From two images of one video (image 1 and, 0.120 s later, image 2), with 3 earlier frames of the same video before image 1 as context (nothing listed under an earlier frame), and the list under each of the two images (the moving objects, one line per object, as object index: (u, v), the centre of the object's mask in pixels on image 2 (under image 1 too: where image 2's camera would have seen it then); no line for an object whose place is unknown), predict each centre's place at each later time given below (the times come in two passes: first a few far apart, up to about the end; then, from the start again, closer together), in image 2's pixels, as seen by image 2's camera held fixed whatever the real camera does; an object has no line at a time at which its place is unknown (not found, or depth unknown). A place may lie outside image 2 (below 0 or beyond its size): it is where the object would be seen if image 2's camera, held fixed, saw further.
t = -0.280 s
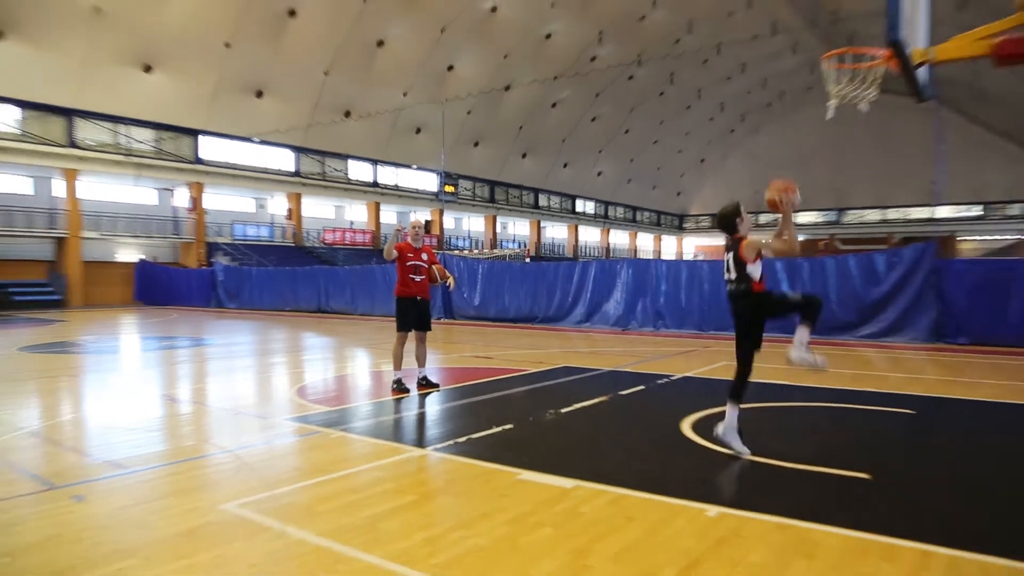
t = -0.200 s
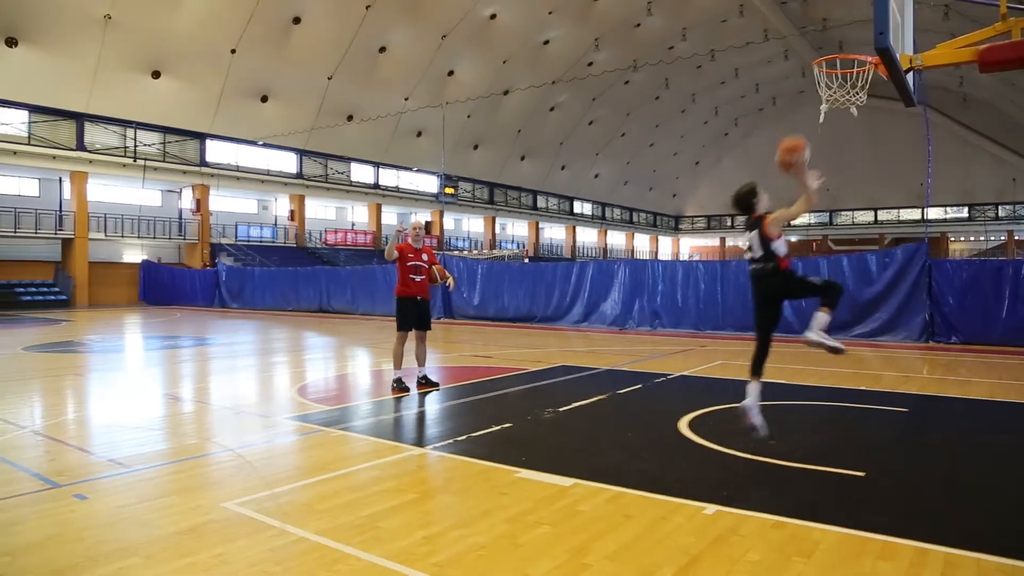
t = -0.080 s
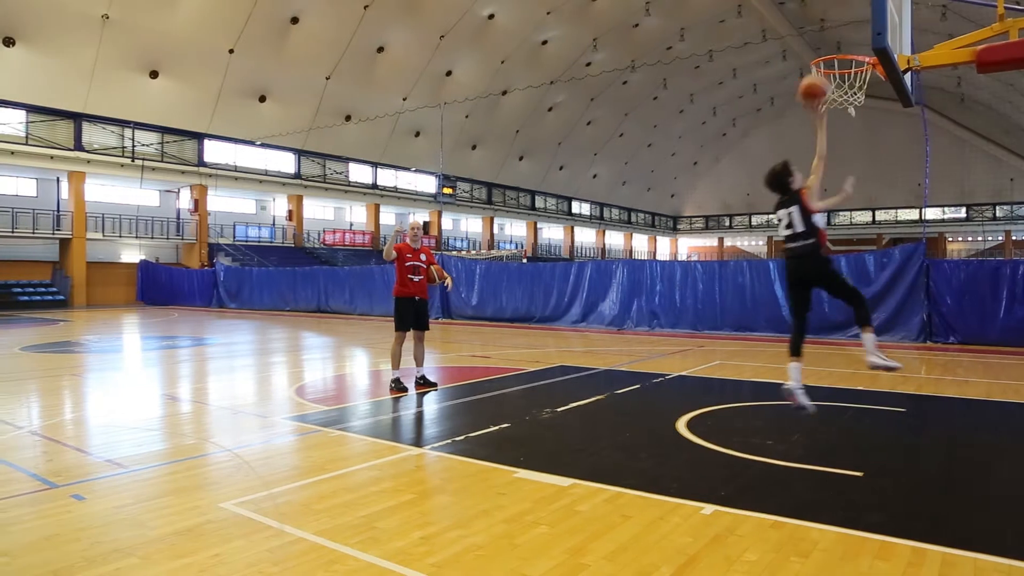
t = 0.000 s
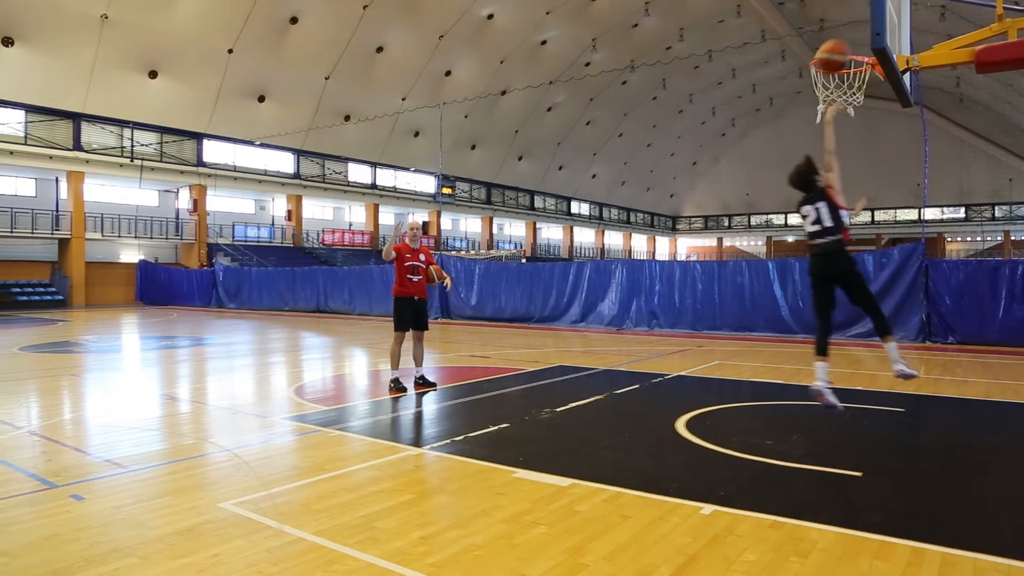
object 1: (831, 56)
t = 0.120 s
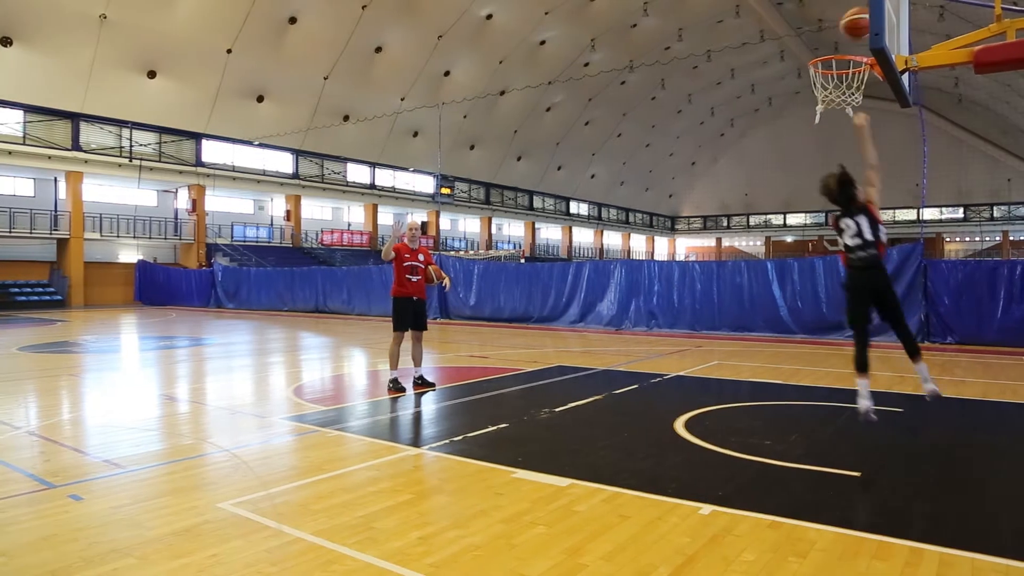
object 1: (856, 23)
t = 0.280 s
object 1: (855, 17)
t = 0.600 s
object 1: (839, 79)
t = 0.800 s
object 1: (857, 148)
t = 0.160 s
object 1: (860, 16)
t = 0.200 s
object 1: (859, 15)
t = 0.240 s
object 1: (857, 15)
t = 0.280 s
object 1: (855, 17)
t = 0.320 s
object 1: (850, 22)
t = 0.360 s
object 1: (846, 28)
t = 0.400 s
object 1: (842, 36)
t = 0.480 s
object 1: (832, 54)
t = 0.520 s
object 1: (834, 67)
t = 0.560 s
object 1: (836, 72)
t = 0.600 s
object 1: (839, 79)
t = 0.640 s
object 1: (843, 91)
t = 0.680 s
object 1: (846, 105)
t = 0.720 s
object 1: (850, 116)
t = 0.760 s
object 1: (852, 131)
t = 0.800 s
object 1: (857, 148)
